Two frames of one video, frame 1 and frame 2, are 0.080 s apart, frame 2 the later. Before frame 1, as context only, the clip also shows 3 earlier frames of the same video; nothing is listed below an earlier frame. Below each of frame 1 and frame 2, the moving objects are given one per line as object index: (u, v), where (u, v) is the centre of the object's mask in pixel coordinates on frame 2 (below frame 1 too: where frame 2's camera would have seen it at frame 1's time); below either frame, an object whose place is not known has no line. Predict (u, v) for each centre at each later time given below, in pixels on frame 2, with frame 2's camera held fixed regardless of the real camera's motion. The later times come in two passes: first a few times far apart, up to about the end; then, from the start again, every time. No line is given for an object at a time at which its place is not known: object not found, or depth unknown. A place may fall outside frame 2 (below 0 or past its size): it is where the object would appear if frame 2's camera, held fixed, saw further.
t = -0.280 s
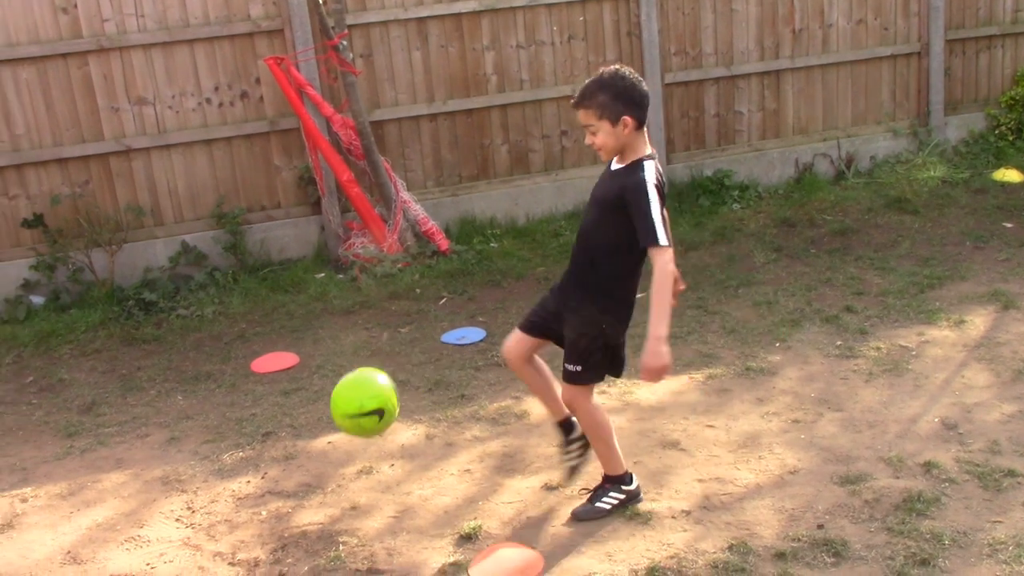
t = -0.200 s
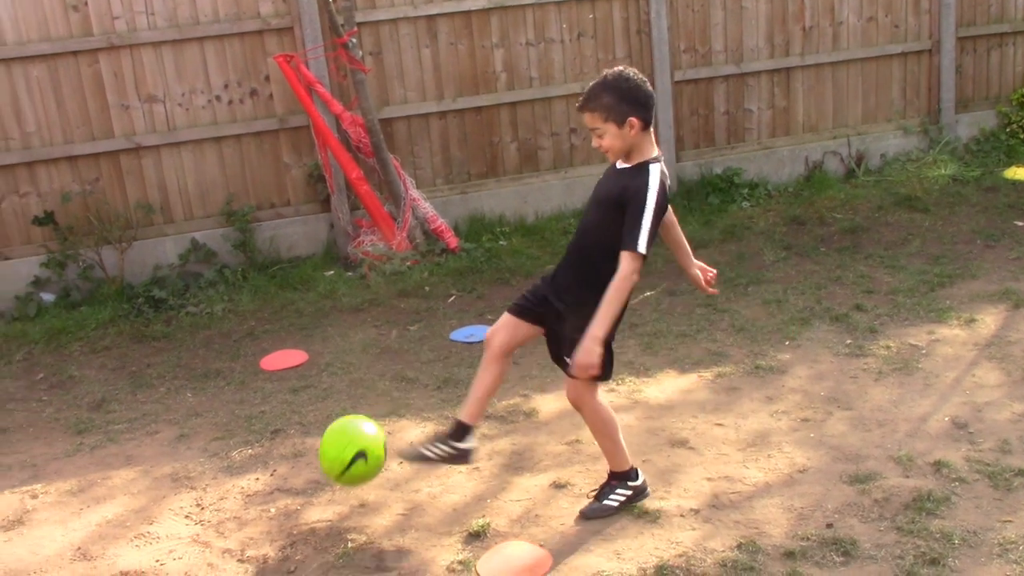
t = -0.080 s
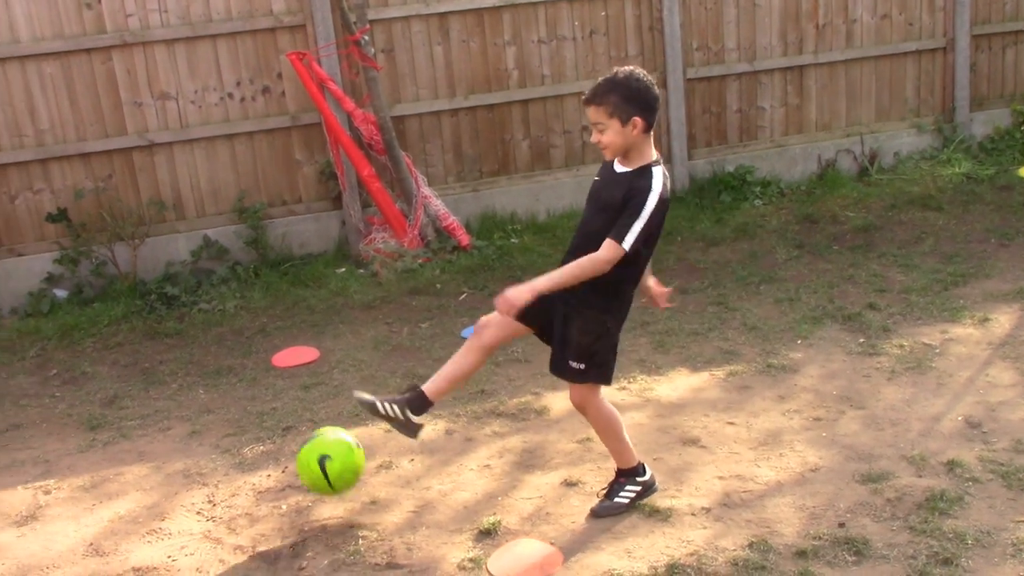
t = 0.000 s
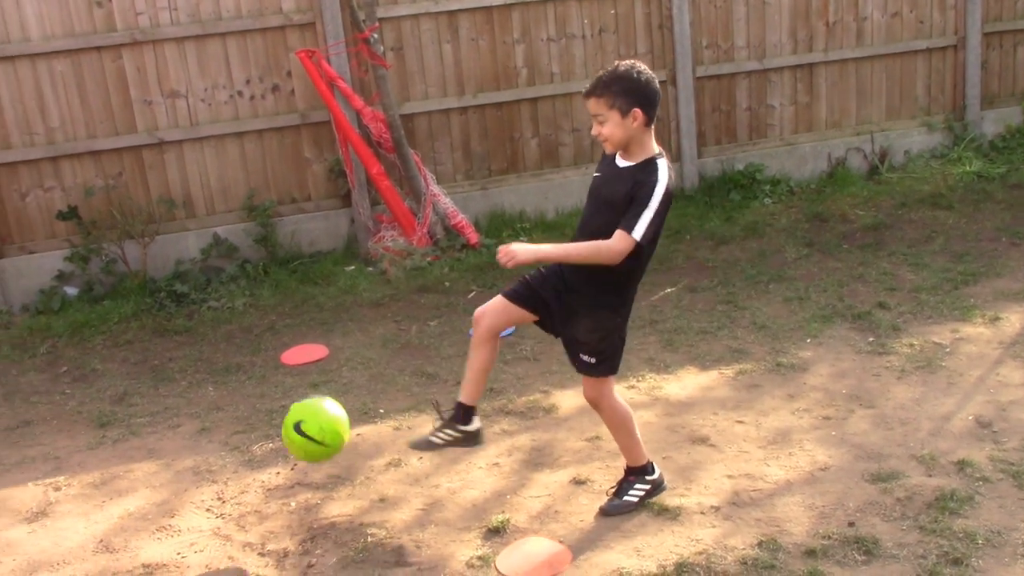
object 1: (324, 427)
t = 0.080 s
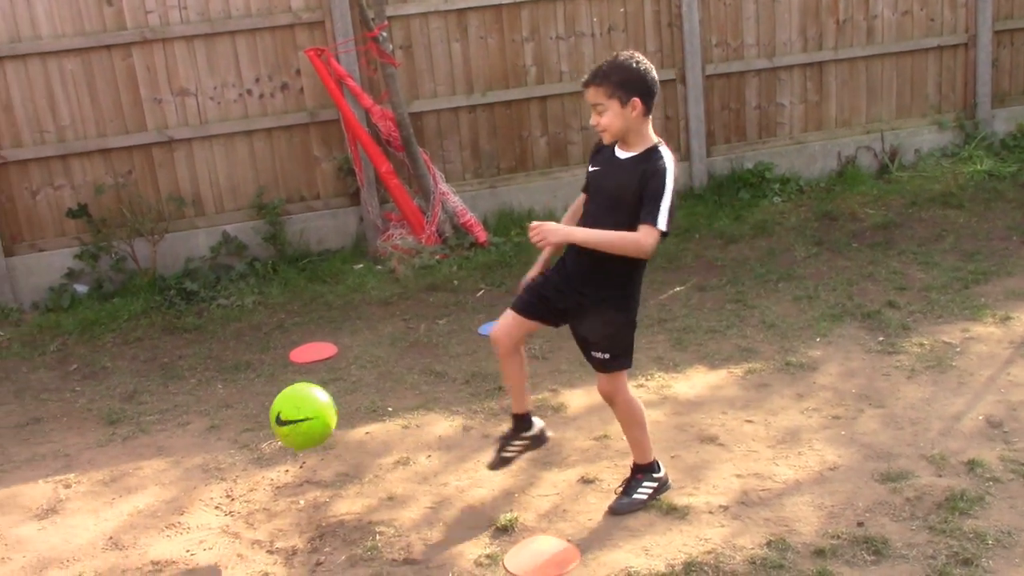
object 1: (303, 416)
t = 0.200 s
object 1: (278, 436)
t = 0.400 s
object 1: (228, 440)
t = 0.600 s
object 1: (184, 462)
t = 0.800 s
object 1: (149, 439)
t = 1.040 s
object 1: (115, 437)
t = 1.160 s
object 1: (103, 435)
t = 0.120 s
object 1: (294, 418)
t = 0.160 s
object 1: (285, 425)
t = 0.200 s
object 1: (278, 436)
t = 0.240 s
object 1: (271, 453)
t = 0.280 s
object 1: (265, 473)
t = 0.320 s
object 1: (253, 459)
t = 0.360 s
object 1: (240, 448)
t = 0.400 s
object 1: (228, 440)
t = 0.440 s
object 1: (218, 437)
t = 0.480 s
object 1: (208, 439)
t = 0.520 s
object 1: (200, 444)
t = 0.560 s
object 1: (192, 455)
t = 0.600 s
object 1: (184, 462)
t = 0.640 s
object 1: (176, 449)
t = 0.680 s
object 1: (168, 439)
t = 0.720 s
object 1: (161, 435)
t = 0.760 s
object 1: (155, 434)
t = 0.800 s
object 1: (149, 439)
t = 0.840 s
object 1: (145, 447)
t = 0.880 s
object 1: (140, 454)
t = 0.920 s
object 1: (132, 443)
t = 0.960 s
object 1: (126, 437)
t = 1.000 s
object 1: (120, 434)
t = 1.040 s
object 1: (115, 437)
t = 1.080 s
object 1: (112, 443)
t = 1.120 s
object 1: (108, 443)
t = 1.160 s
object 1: (103, 435)
